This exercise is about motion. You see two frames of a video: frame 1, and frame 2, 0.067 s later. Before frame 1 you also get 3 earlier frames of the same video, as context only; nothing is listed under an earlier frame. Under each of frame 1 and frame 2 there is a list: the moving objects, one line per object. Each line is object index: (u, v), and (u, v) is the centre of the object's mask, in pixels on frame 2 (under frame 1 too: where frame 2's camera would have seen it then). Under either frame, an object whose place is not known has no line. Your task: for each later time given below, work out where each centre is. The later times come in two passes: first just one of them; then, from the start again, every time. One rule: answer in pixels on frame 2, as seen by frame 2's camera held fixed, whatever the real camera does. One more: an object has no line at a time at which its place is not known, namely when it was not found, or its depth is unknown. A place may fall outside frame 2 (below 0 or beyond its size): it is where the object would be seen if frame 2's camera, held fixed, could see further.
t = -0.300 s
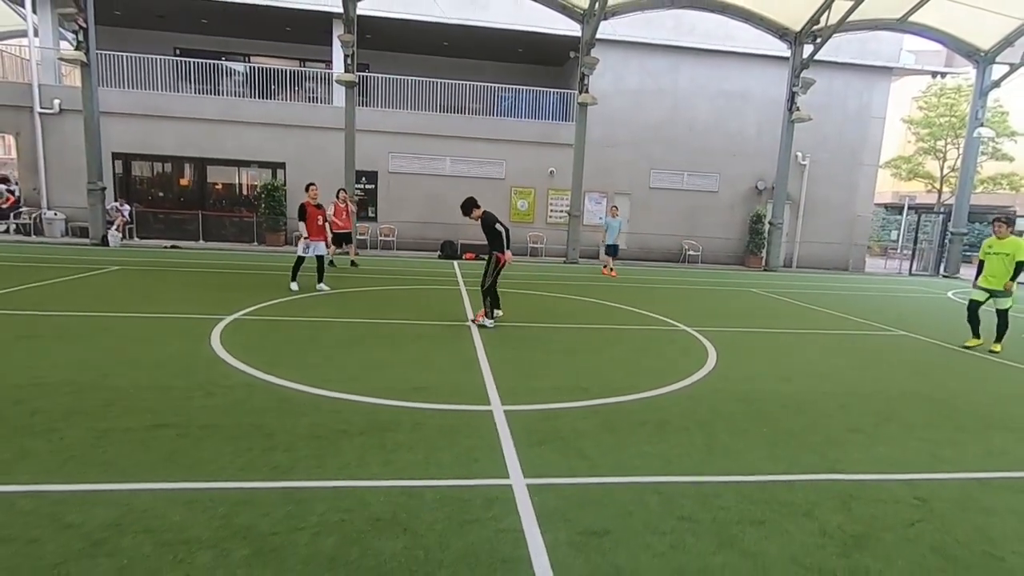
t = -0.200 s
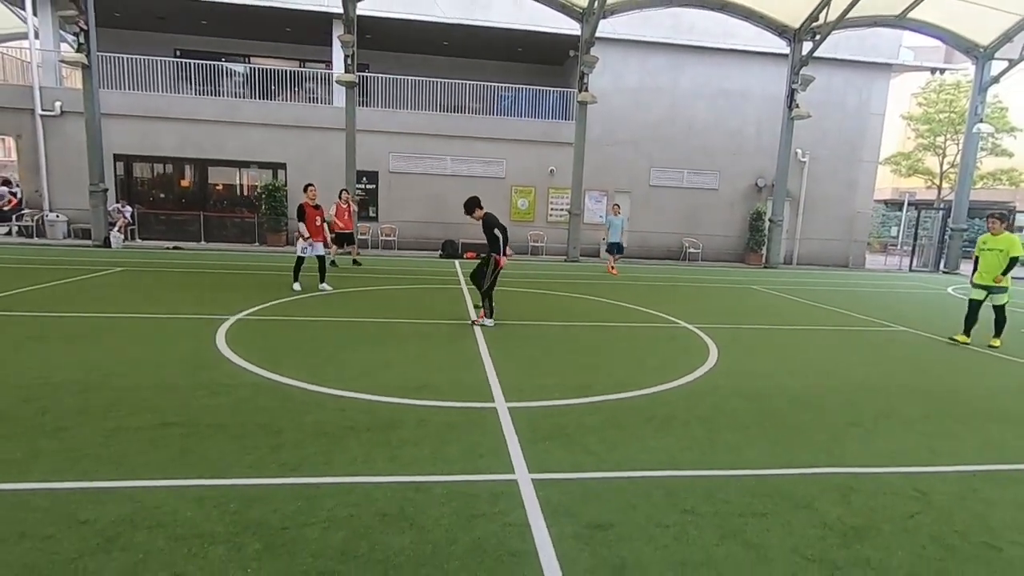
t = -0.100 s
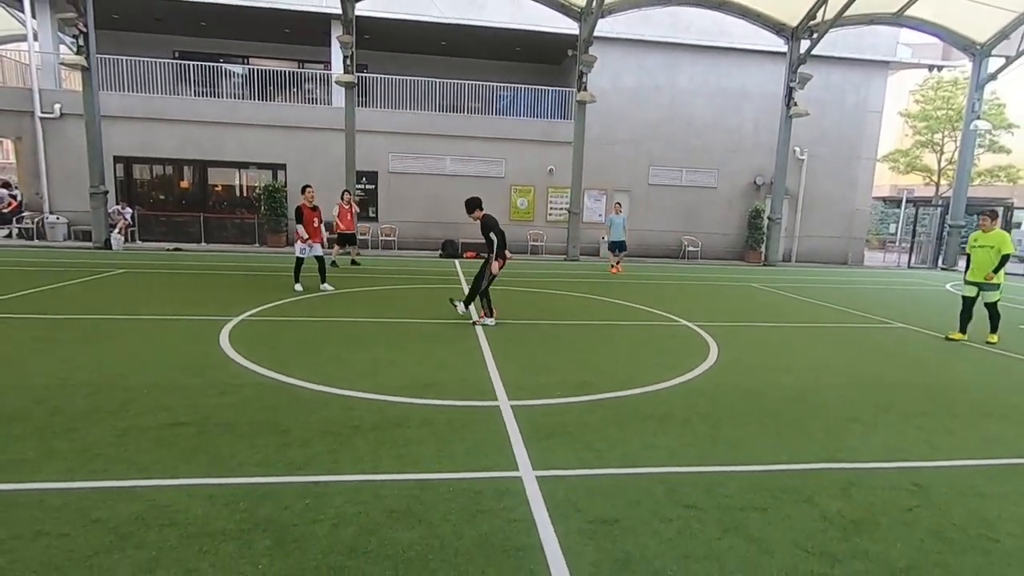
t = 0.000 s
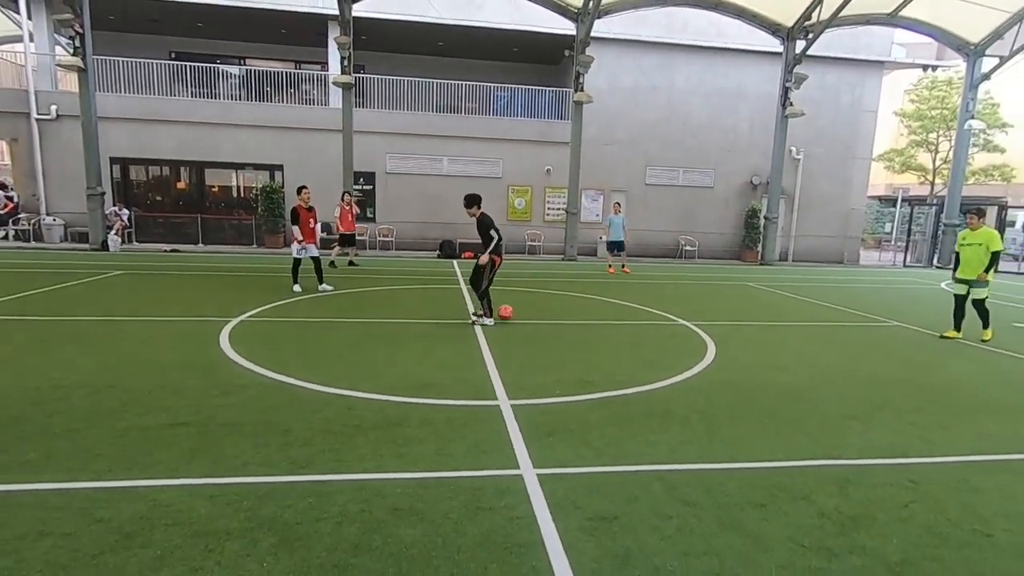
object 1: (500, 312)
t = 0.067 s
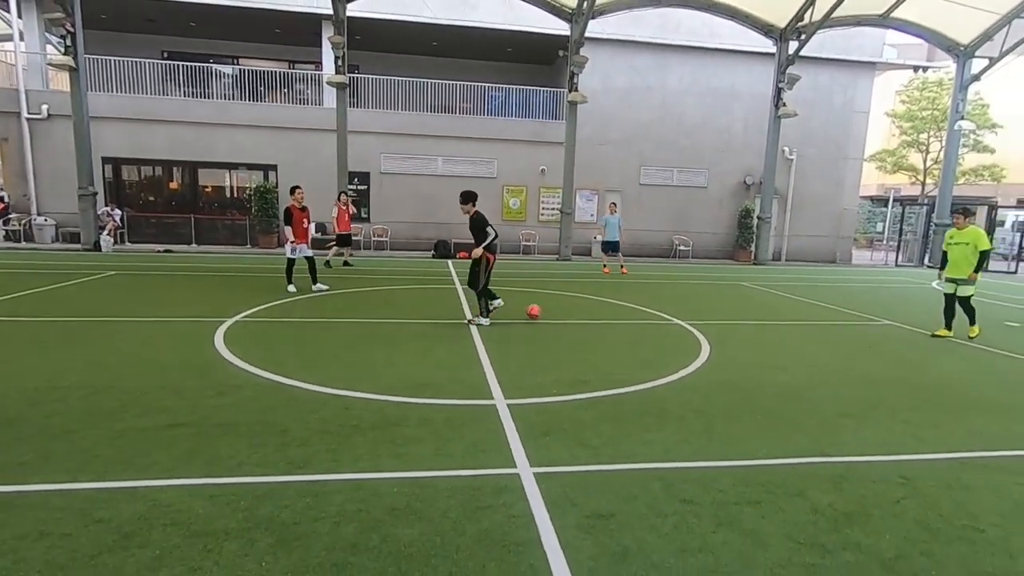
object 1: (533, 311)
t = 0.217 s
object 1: (602, 314)
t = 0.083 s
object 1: (541, 311)
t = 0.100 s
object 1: (549, 312)
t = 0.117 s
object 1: (558, 313)
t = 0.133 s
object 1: (566, 314)
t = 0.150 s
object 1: (574, 315)
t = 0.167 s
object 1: (580, 315)
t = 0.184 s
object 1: (588, 314)
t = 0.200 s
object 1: (594, 314)
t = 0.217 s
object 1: (602, 314)
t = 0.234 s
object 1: (609, 315)
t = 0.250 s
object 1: (616, 315)
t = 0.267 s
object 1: (623, 315)
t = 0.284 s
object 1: (629, 315)
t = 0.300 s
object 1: (636, 315)
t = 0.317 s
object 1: (642, 315)
